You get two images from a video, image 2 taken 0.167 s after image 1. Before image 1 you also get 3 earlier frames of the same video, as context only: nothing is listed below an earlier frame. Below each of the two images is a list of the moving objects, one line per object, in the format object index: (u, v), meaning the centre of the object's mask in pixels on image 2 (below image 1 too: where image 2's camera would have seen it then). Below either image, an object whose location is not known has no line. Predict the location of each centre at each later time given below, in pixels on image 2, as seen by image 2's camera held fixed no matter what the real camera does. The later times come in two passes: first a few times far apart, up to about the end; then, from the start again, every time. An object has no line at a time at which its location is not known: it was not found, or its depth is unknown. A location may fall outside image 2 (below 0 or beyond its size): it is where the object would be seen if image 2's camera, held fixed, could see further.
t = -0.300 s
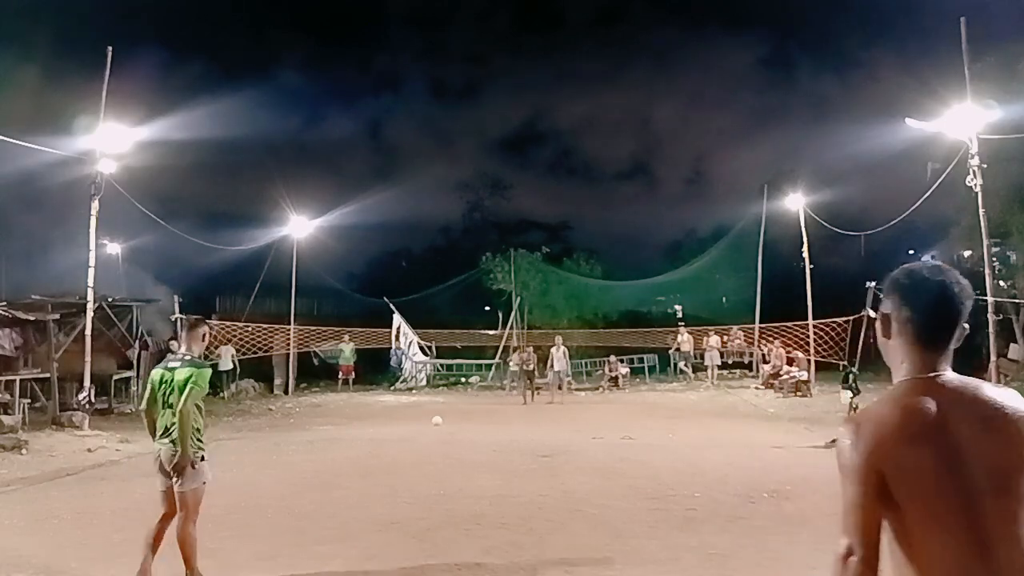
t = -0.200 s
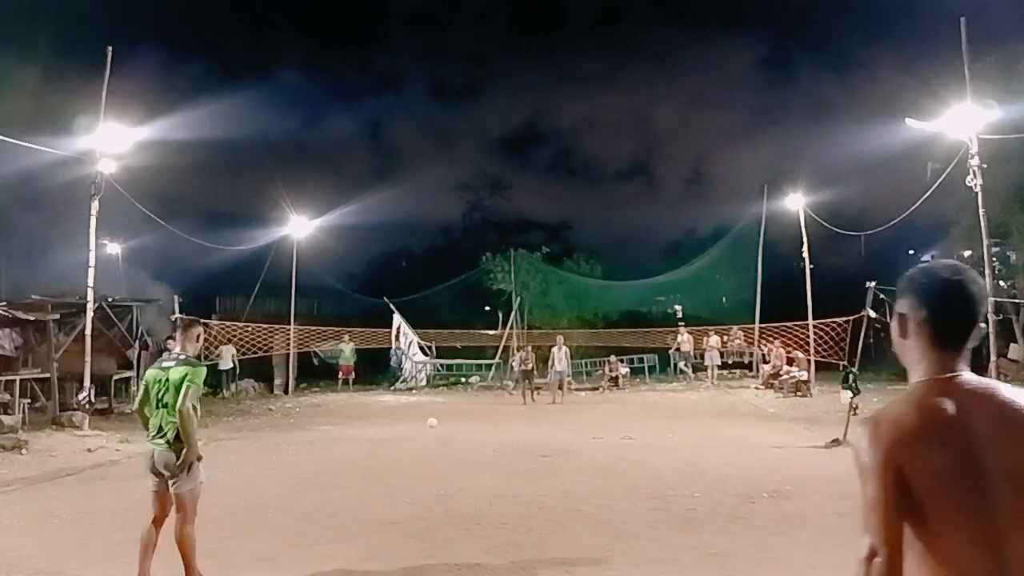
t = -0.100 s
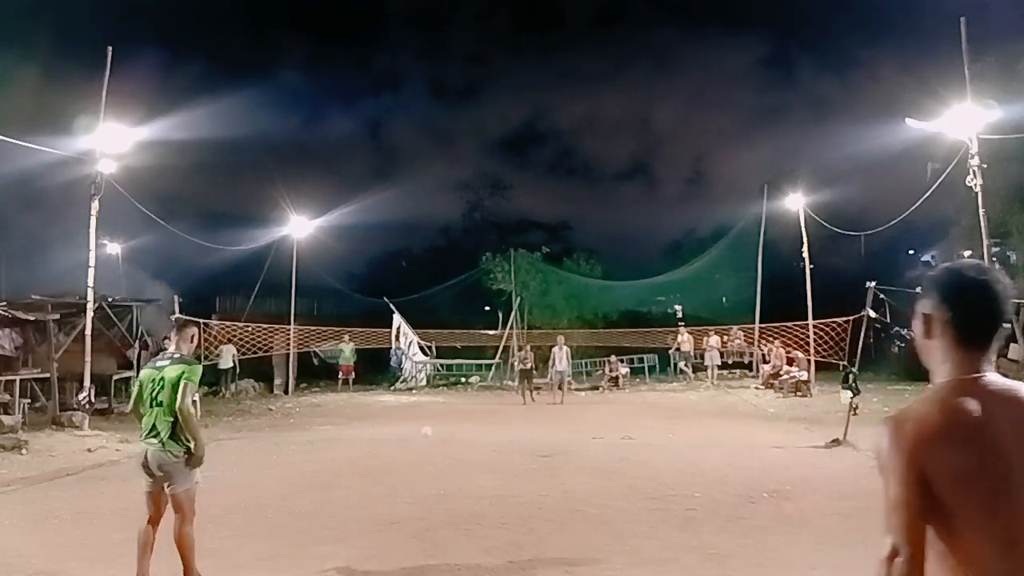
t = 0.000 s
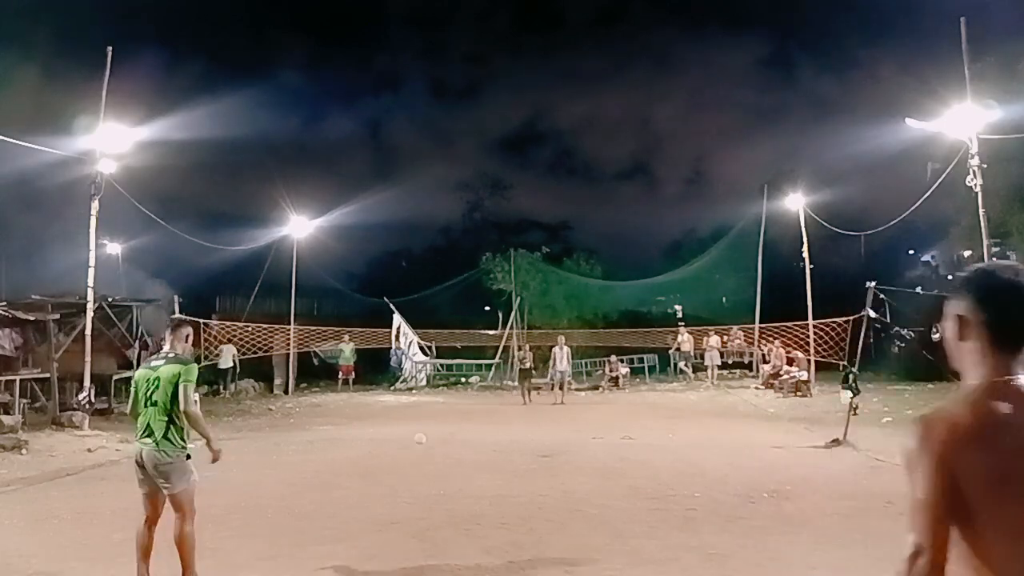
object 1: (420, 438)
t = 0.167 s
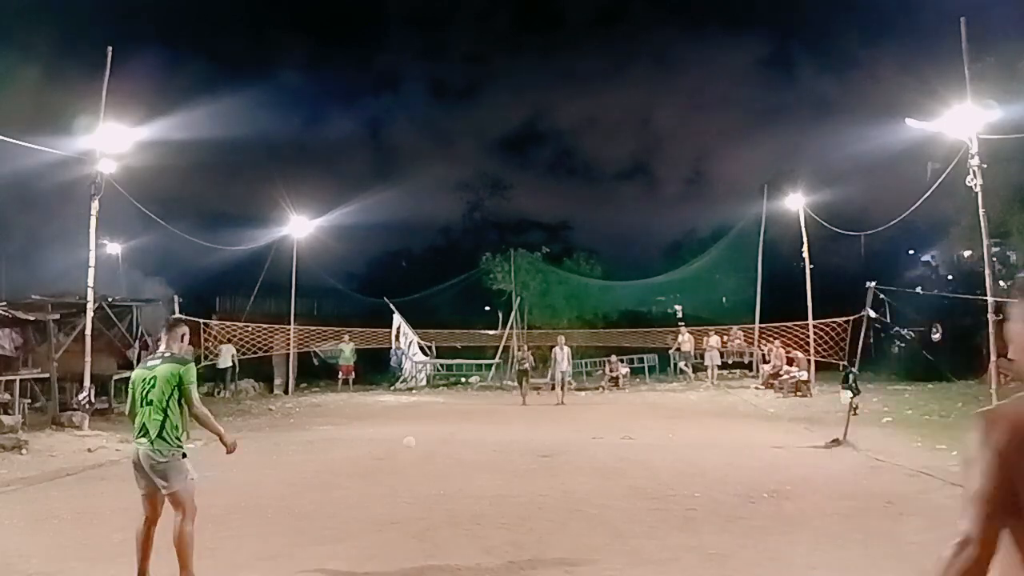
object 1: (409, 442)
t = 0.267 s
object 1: (402, 455)
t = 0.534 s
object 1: (380, 460)
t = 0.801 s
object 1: (348, 490)
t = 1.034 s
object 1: (310, 517)
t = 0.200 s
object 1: (407, 445)
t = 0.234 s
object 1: (405, 450)
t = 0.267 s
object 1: (402, 455)
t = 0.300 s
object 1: (399, 458)
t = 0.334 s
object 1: (397, 456)
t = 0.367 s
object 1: (394, 454)
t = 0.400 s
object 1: (391, 453)
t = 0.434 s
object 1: (388, 453)
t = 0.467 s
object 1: (385, 455)
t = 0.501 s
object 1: (383, 456)
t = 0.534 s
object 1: (380, 460)
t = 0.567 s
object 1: (376, 464)
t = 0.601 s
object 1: (373, 471)
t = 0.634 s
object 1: (369, 477)
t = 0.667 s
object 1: (365, 488)
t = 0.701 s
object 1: (361, 488)
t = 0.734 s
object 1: (357, 487)
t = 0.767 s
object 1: (353, 489)
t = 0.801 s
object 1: (348, 490)
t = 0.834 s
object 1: (344, 494)
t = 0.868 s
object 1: (339, 499)
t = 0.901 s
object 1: (333, 506)
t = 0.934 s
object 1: (328, 515)
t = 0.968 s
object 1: (323, 516)
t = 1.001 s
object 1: (316, 515)
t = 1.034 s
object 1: (310, 517)
